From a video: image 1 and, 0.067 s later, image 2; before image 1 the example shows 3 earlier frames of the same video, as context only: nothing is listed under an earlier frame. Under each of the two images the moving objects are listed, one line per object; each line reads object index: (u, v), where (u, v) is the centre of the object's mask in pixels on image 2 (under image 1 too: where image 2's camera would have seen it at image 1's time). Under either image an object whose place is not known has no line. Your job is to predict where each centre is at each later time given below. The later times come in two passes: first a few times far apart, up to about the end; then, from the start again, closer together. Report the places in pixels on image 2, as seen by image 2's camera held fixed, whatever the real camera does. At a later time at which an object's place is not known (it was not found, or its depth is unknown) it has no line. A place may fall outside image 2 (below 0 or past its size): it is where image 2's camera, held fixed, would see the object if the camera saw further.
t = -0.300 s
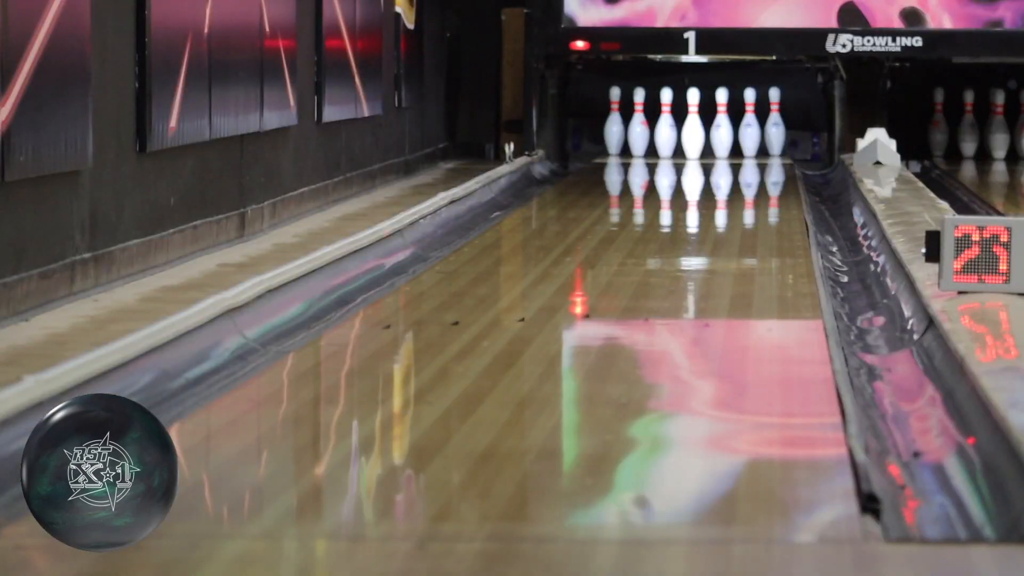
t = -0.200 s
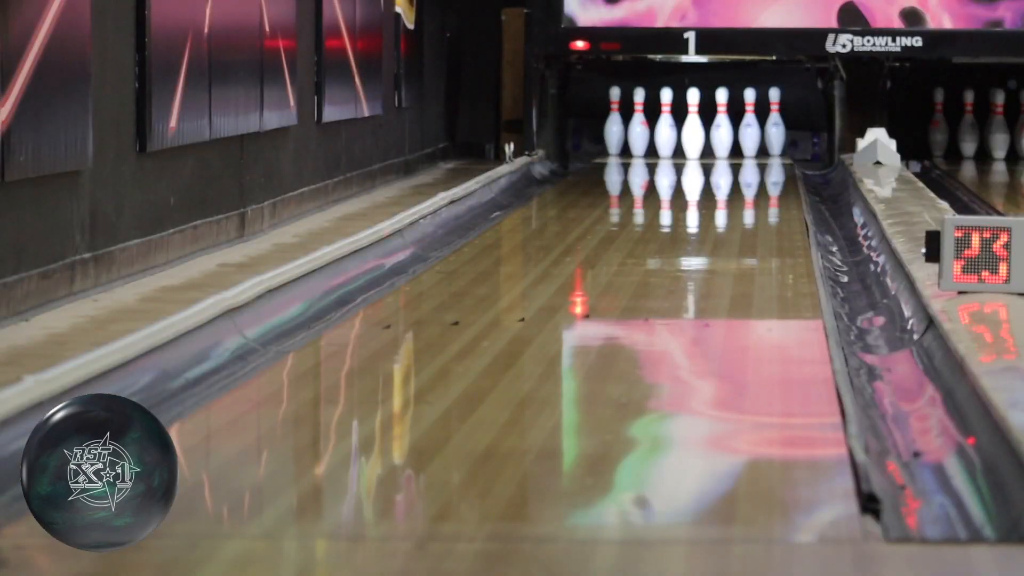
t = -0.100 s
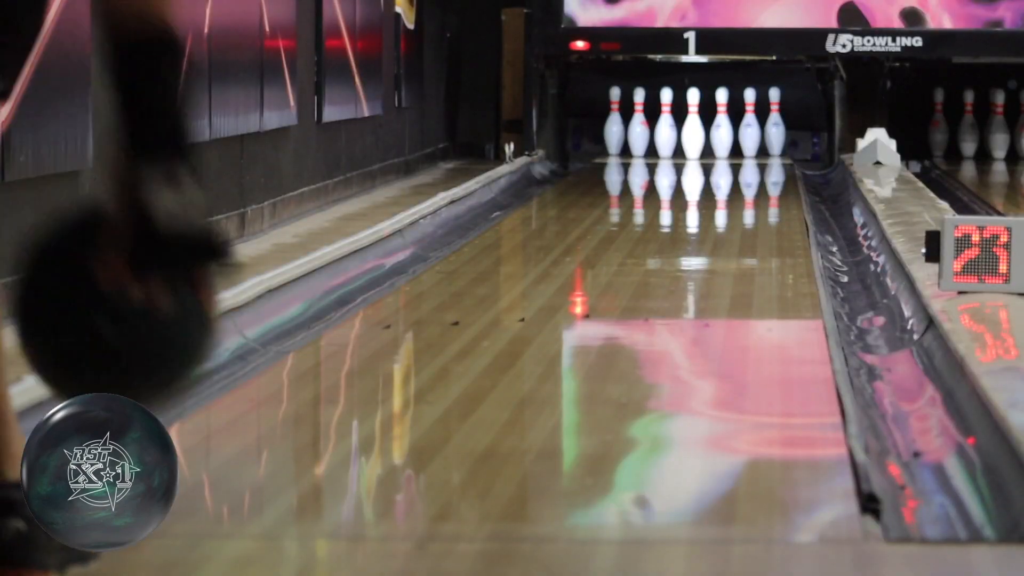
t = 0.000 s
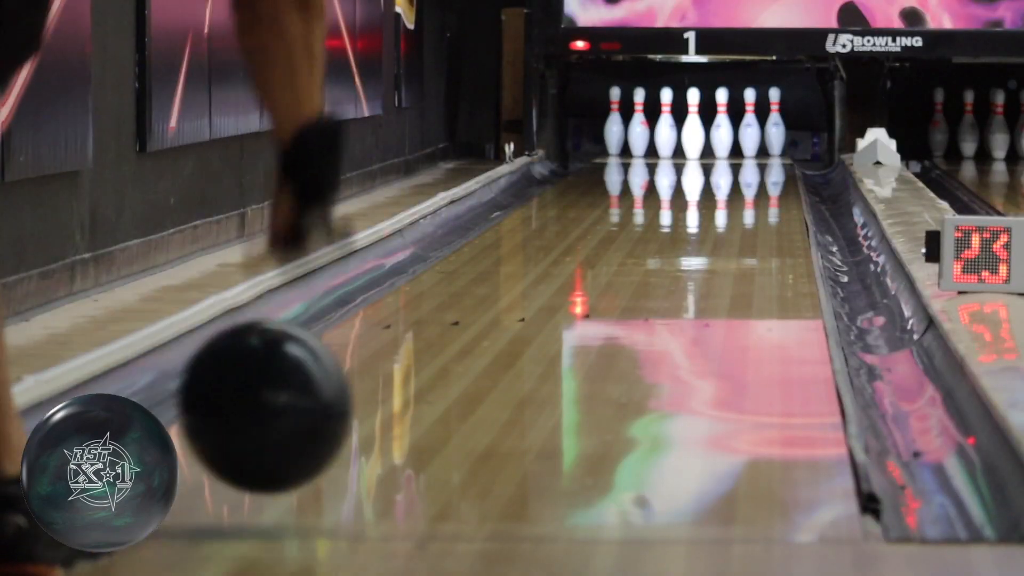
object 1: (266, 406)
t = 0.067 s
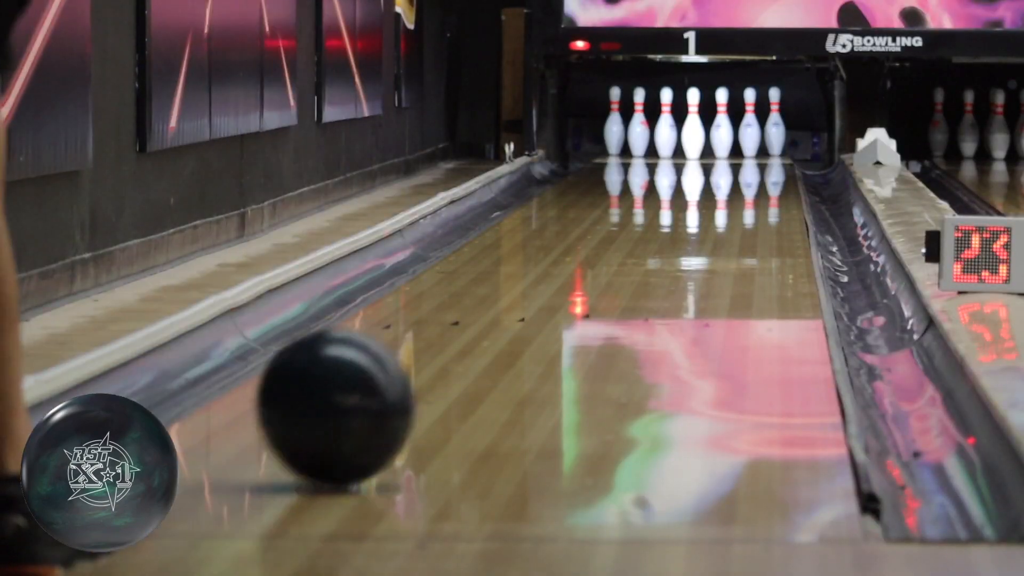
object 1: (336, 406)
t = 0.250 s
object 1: (473, 339)
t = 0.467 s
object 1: (576, 286)
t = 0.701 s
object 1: (648, 247)
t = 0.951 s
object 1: (700, 216)
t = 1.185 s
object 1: (734, 195)
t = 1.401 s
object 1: (755, 179)
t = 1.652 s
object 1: (766, 165)
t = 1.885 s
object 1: (761, 154)
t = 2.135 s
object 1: (741, 146)
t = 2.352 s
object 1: (716, 140)
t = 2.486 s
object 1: (722, 138)
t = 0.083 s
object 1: (351, 397)
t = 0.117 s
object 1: (380, 385)
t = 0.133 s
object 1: (393, 379)
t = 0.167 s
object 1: (418, 366)
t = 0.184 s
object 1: (430, 361)
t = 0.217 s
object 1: (453, 349)
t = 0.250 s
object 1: (473, 339)
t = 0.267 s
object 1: (483, 335)
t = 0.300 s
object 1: (501, 325)
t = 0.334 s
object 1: (518, 316)
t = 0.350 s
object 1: (526, 312)
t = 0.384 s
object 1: (542, 304)
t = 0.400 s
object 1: (549, 300)
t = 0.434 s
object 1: (563, 293)
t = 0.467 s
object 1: (576, 286)
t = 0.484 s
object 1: (582, 282)
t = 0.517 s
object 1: (594, 276)
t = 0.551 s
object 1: (605, 270)
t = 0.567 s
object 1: (610, 267)
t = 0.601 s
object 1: (620, 262)
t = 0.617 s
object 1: (625, 259)
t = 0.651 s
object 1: (635, 254)
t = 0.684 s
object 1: (644, 249)
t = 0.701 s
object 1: (648, 247)
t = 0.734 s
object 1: (656, 243)
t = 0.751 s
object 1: (661, 240)
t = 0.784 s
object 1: (668, 236)
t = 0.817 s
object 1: (675, 231)
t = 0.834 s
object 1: (678, 229)
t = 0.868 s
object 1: (685, 225)
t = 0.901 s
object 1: (691, 221)
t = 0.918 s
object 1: (694, 220)
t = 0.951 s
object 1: (700, 216)
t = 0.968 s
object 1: (703, 214)
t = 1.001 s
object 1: (708, 211)
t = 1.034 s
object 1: (713, 208)
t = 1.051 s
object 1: (716, 206)
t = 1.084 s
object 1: (721, 203)
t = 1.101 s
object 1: (723, 202)
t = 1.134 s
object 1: (728, 199)
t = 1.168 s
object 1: (732, 196)
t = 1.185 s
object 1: (734, 195)
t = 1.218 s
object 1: (738, 192)
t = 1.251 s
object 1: (741, 190)
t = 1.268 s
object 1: (743, 188)
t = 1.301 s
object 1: (746, 186)
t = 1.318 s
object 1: (748, 185)
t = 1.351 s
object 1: (751, 182)
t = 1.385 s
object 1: (754, 180)
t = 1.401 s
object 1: (755, 179)
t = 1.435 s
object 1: (758, 177)
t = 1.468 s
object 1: (760, 175)
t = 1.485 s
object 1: (760, 174)
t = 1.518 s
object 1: (762, 172)
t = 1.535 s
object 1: (763, 171)
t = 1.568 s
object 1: (764, 169)
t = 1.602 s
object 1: (765, 167)
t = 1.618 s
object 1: (765, 166)
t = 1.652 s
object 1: (766, 165)
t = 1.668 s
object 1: (766, 164)
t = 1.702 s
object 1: (766, 162)
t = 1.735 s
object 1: (766, 161)
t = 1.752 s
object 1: (766, 160)
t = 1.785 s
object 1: (765, 158)
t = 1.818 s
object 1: (764, 157)
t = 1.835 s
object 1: (763, 156)
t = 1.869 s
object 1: (762, 155)
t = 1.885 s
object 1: (761, 154)
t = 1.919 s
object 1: (759, 153)
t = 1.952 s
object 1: (757, 152)
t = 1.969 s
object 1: (756, 151)
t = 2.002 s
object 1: (754, 150)
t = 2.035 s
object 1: (751, 149)
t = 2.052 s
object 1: (749, 148)
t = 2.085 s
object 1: (746, 147)
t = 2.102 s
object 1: (744, 147)
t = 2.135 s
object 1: (741, 146)
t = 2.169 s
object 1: (737, 145)
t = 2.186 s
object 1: (735, 145)
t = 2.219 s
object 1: (731, 144)
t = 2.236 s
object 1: (729, 143)
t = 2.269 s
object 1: (725, 142)
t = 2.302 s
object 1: (721, 141)
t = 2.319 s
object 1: (720, 141)
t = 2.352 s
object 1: (716, 140)
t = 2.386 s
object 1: (718, 140)
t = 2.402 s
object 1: (719, 139)
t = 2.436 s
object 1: (720, 138)
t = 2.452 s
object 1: (721, 139)
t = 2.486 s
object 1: (722, 138)
